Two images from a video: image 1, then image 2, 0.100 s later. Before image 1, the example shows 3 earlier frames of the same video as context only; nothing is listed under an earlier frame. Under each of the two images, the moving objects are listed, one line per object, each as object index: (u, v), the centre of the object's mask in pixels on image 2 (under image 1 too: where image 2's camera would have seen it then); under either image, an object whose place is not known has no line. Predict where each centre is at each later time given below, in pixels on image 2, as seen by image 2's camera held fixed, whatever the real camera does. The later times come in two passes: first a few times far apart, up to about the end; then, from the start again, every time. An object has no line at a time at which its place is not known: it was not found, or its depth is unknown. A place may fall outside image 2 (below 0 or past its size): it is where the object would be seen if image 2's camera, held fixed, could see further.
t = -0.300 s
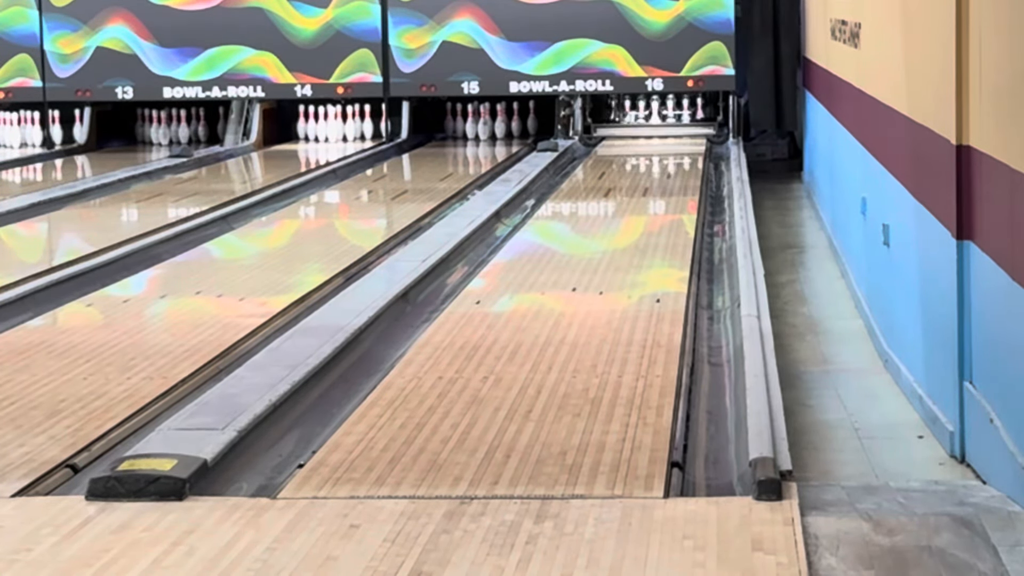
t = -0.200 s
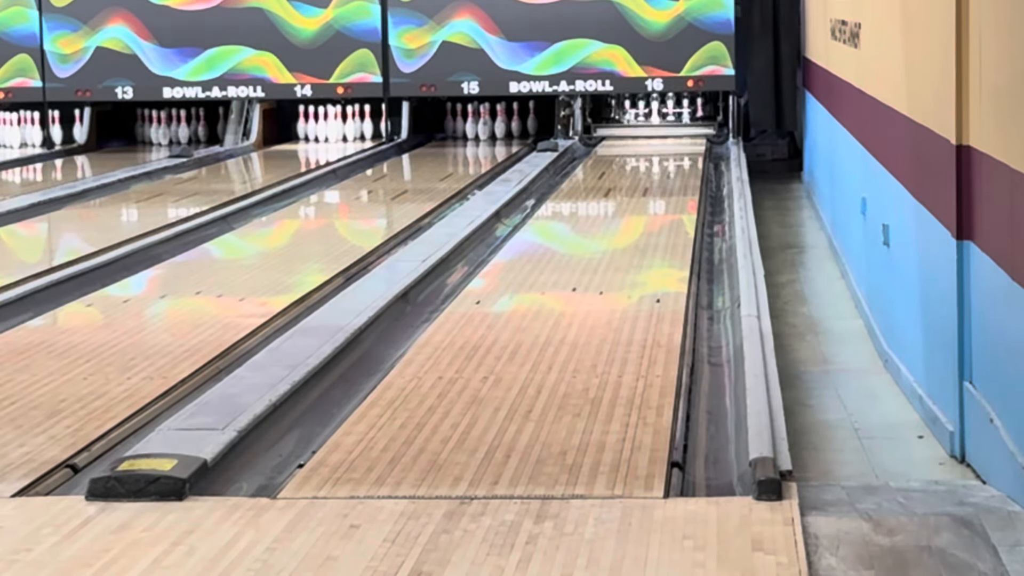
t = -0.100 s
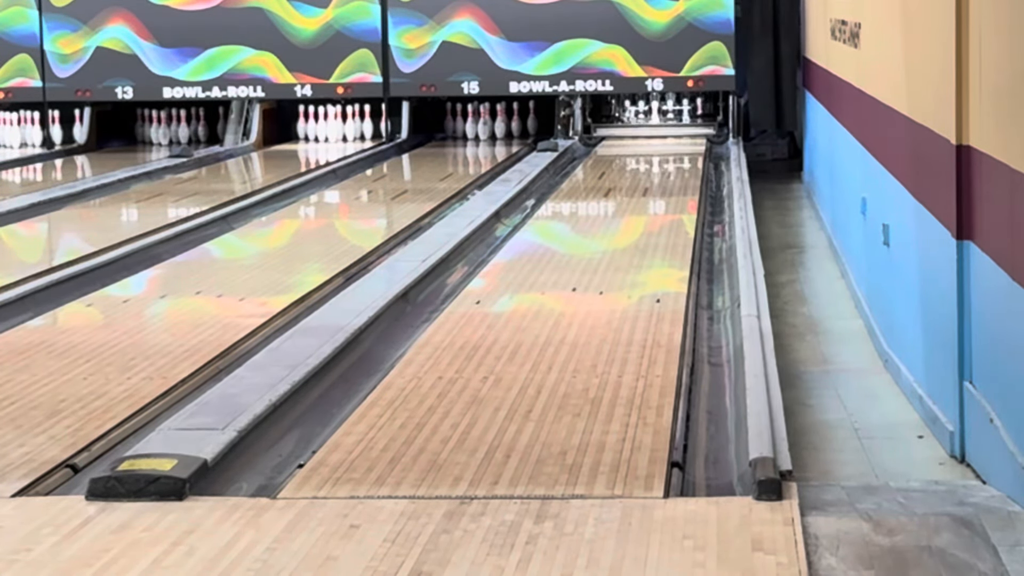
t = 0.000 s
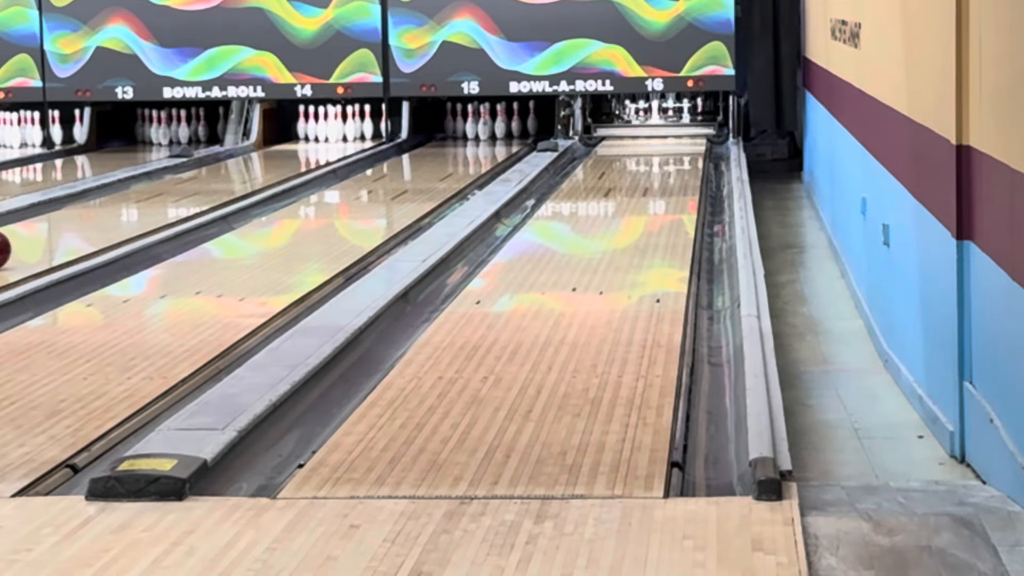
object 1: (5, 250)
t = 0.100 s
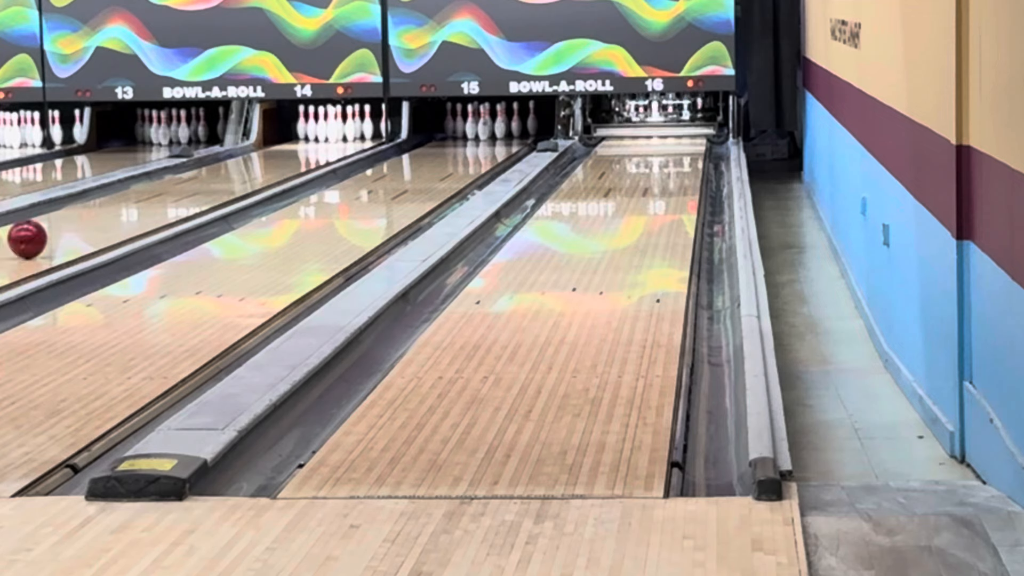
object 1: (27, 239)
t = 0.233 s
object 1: (71, 226)
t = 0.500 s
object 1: (144, 204)
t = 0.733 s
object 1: (195, 188)
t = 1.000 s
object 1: (241, 174)
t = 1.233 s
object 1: (272, 163)
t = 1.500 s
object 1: (299, 154)
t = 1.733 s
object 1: (316, 147)
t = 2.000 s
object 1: (332, 140)
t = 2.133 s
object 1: (340, 138)
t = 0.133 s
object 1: (39, 235)
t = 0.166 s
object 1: (50, 232)
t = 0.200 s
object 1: (61, 229)
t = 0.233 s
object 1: (71, 226)
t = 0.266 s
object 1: (82, 223)
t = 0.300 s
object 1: (91, 220)
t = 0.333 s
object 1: (101, 217)
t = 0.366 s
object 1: (110, 214)
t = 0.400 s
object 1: (119, 212)
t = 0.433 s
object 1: (128, 209)
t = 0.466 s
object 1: (136, 207)
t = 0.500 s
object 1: (144, 204)
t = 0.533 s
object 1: (152, 202)
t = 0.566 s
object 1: (160, 199)
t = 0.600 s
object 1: (167, 197)
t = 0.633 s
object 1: (175, 194)
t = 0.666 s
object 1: (181, 193)
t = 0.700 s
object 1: (188, 191)
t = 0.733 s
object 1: (195, 188)
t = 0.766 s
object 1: (201, 186)
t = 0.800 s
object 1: (208, 184)
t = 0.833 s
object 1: (213, 183)
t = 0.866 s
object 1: (220, 180)
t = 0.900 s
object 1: (225, 179)
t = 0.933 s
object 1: (231, 177)
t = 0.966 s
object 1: (236, 175)
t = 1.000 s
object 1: (241, 174)
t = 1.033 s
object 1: (246, 172)
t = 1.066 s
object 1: (251, 170)
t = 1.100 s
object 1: (255, 168)
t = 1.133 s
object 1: (259, 167)
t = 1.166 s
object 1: (264, 166)
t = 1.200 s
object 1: (269, 165)
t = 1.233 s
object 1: (272, 163)
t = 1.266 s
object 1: (276, 162)
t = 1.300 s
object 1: (280, 161)
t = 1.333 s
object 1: (284, 159)
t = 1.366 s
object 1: (287, 158)
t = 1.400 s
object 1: (290, 157)
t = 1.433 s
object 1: (293, 156)
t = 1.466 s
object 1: (296, 155)
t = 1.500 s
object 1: (299, 154)
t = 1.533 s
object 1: (302, 152)
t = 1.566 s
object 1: (305, 152)
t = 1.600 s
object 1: (307, 151)
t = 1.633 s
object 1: (308, 150)
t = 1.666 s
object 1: (311, 149)
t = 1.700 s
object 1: (313, 148)
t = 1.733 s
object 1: (316, 147)
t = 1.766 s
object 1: (318, 146)
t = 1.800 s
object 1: (319, 145)
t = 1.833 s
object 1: (321, 144)
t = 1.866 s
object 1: (324, 143)
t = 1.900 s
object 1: (326, 143)
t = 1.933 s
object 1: (328, 142)
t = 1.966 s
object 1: (330, 141)
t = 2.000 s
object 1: (332, 140)
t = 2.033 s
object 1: (334, 139)
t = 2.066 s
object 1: (336, 139)
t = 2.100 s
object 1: (337, 138)
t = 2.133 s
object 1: (340, 138)
